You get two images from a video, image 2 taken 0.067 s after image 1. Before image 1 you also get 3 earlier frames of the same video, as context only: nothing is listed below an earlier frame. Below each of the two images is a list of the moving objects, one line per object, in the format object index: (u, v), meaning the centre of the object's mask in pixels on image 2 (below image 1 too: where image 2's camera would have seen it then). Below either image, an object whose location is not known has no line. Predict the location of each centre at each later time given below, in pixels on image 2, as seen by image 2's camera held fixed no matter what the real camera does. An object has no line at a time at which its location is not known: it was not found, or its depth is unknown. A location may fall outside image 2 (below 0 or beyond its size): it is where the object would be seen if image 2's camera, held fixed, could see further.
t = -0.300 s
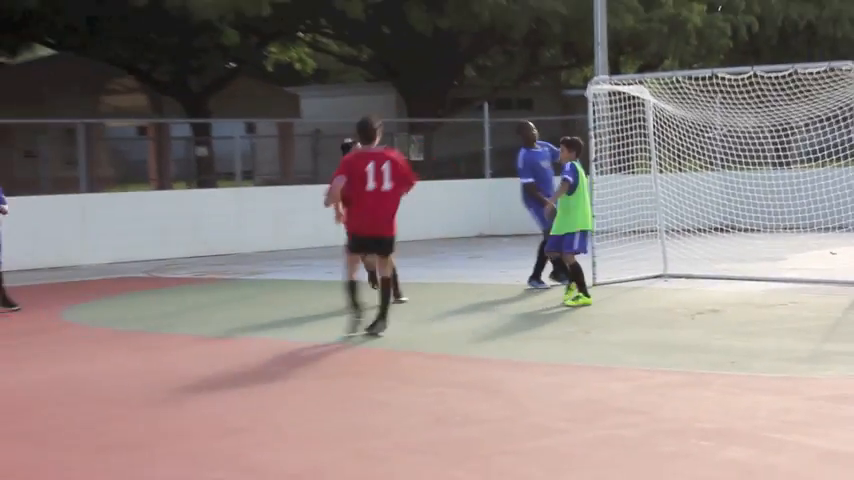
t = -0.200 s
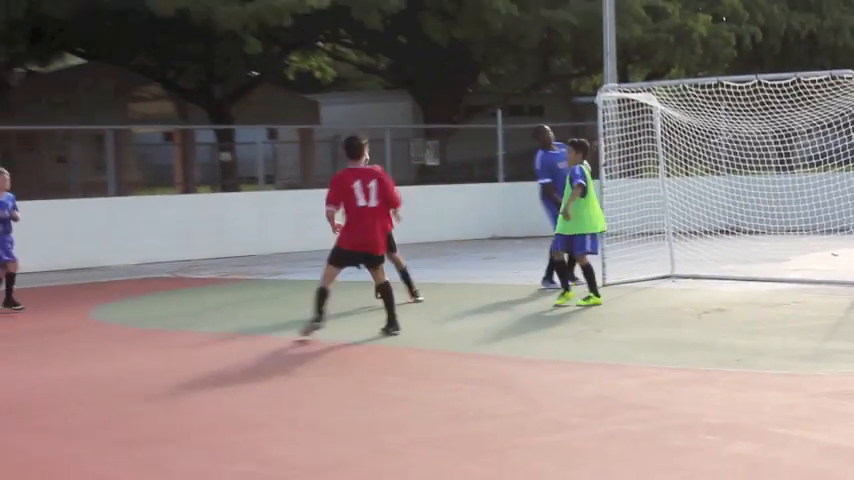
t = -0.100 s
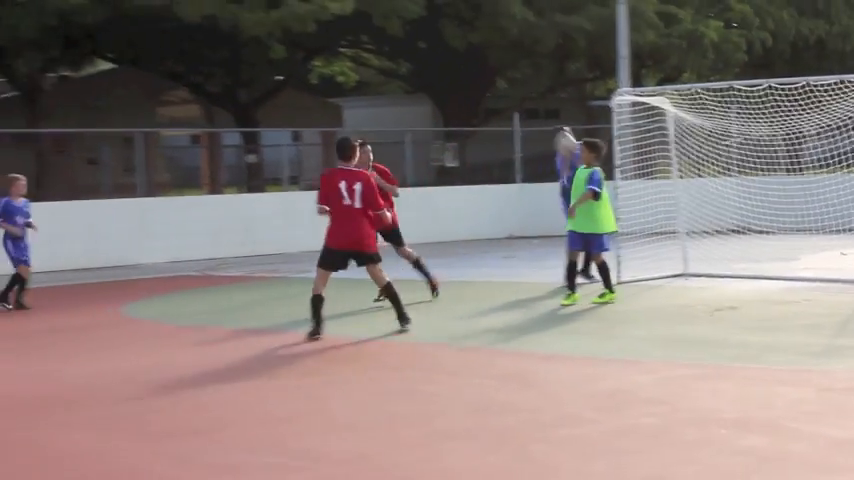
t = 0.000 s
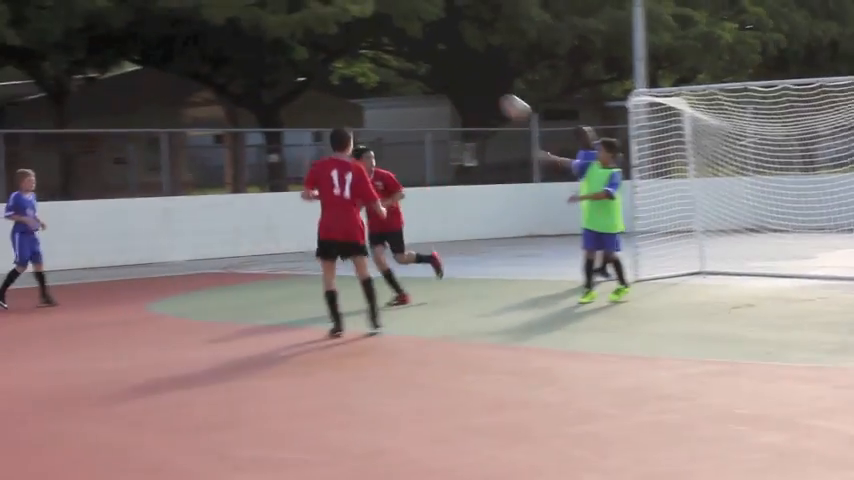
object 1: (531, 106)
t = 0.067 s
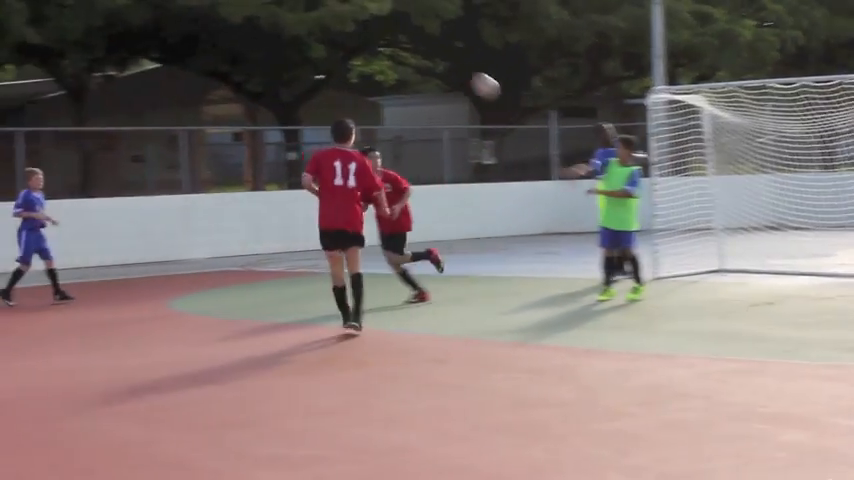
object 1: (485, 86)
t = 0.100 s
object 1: (462, 78)
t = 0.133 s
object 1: (440, 70)
